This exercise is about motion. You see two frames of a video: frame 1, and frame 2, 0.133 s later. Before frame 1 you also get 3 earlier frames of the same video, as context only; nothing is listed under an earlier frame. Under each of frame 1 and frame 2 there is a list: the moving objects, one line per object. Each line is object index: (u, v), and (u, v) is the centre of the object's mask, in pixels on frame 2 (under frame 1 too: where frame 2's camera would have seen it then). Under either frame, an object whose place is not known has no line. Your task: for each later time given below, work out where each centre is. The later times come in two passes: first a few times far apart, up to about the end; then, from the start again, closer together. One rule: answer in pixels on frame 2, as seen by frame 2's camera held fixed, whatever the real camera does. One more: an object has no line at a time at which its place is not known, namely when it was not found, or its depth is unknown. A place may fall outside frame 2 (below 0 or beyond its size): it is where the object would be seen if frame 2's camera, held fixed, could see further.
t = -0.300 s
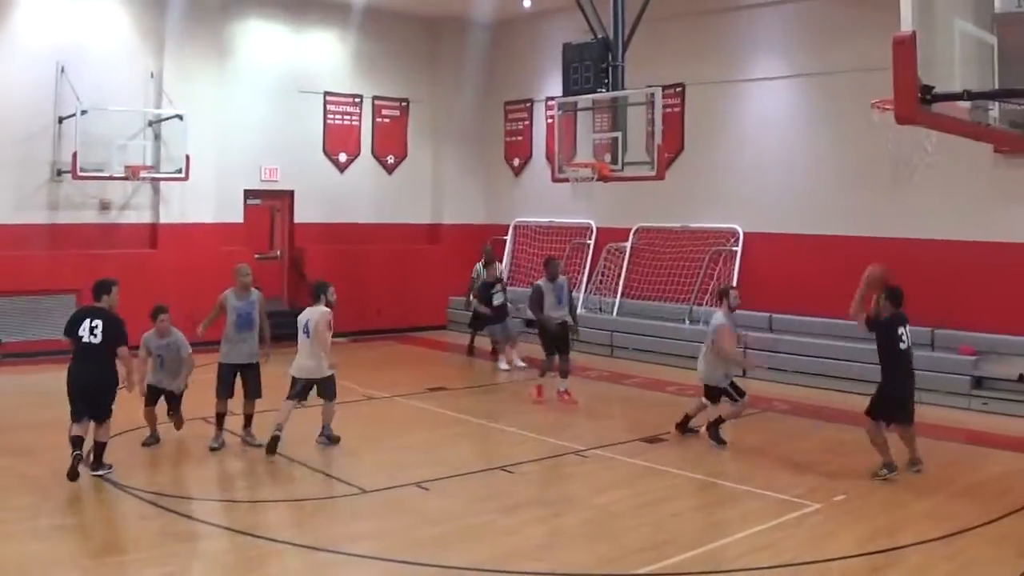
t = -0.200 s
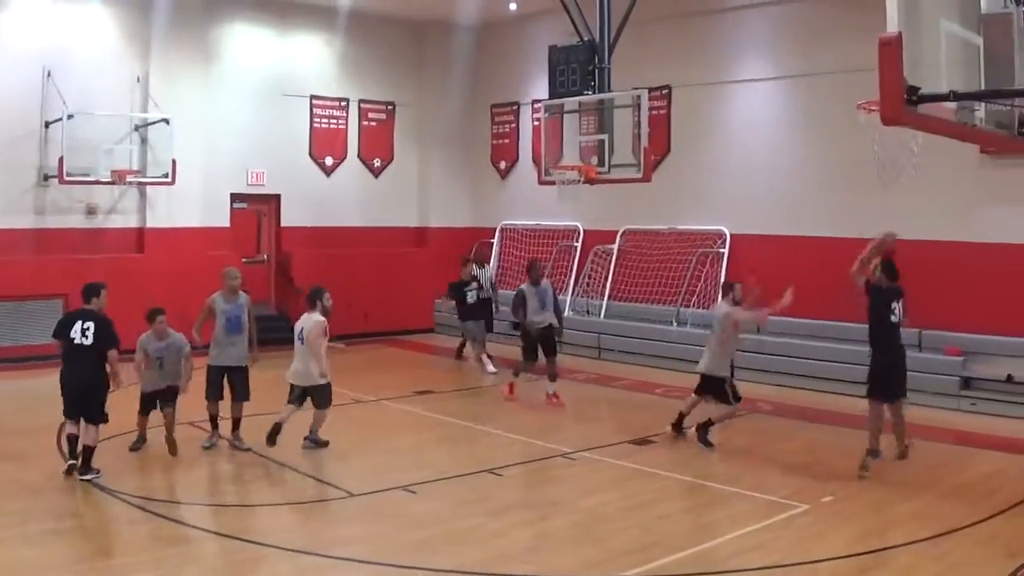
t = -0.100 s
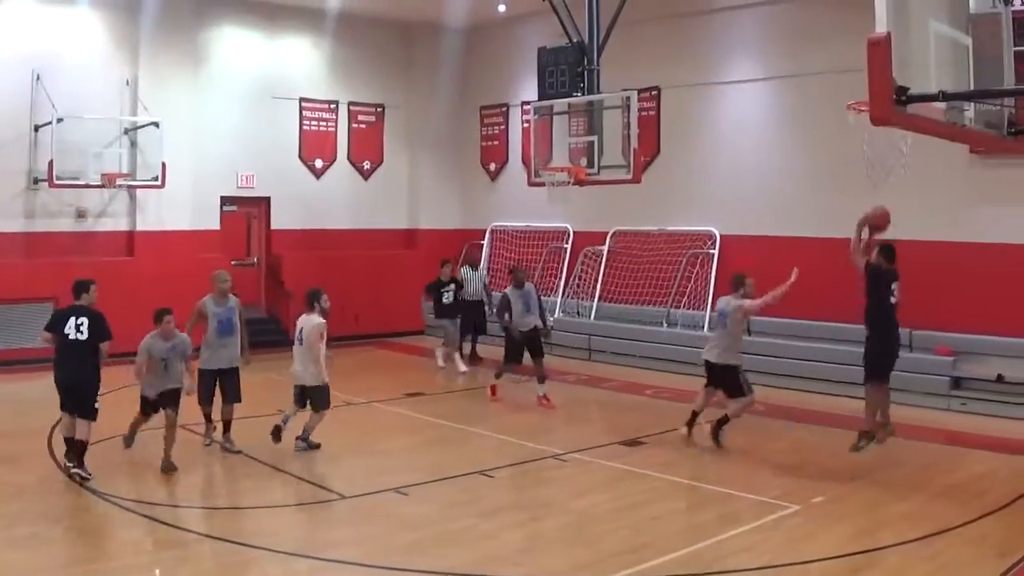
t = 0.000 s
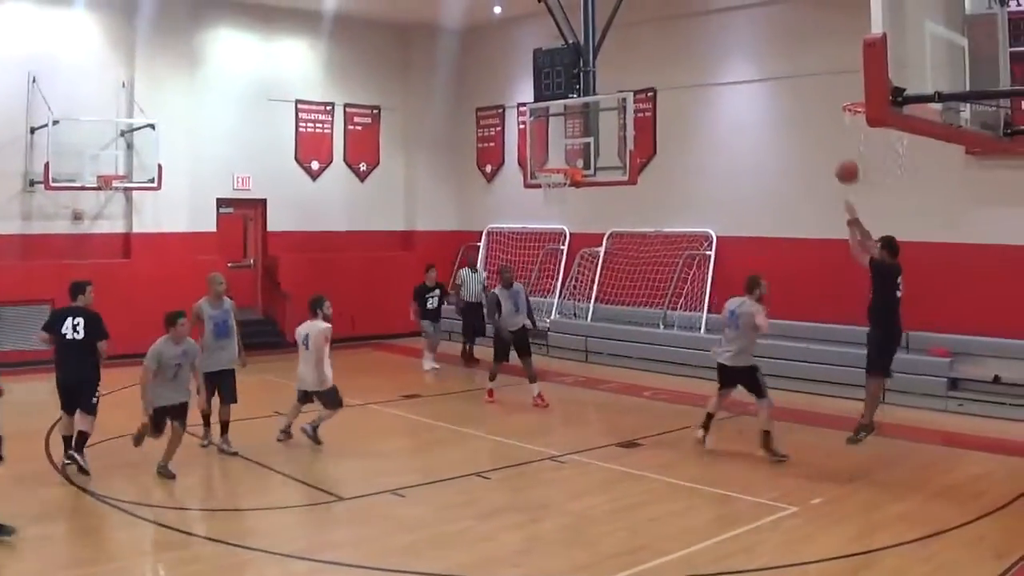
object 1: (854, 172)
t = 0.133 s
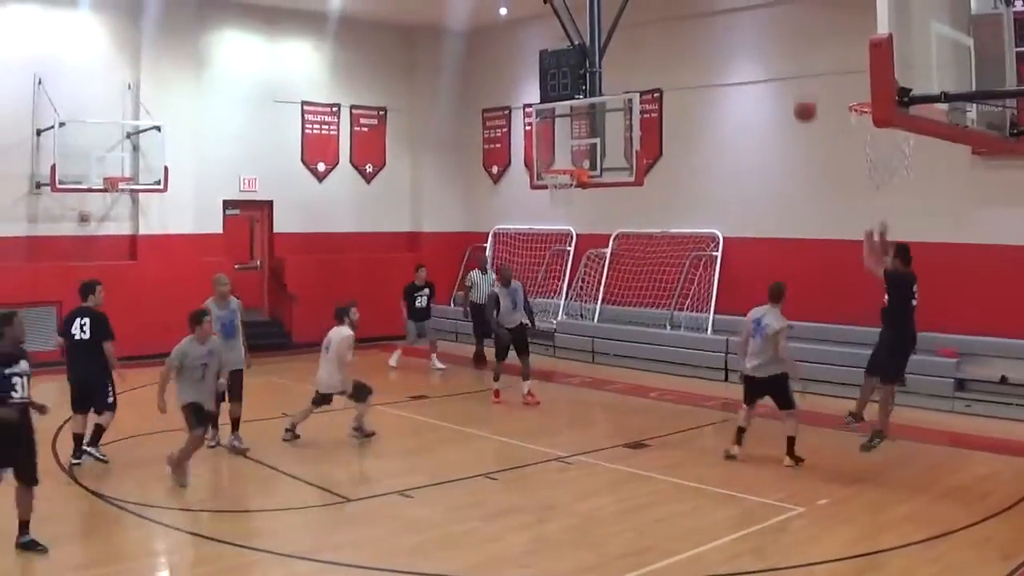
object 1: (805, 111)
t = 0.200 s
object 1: (782, 87)
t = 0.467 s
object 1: (698, 46)
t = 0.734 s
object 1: (628, 67)
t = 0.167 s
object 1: (793, 98)
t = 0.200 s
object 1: (782, 87)
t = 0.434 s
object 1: (708, 48)
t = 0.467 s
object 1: (698, 46)
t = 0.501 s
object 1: (689, 45)
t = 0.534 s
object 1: (679, 45)
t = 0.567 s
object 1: (670, 47)
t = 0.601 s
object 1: (661, 49)
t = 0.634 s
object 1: (651, 54)
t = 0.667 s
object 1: (644, 57)
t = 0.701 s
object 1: (636, 61)
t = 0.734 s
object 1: (628, 67)
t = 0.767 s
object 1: (620, 76)
